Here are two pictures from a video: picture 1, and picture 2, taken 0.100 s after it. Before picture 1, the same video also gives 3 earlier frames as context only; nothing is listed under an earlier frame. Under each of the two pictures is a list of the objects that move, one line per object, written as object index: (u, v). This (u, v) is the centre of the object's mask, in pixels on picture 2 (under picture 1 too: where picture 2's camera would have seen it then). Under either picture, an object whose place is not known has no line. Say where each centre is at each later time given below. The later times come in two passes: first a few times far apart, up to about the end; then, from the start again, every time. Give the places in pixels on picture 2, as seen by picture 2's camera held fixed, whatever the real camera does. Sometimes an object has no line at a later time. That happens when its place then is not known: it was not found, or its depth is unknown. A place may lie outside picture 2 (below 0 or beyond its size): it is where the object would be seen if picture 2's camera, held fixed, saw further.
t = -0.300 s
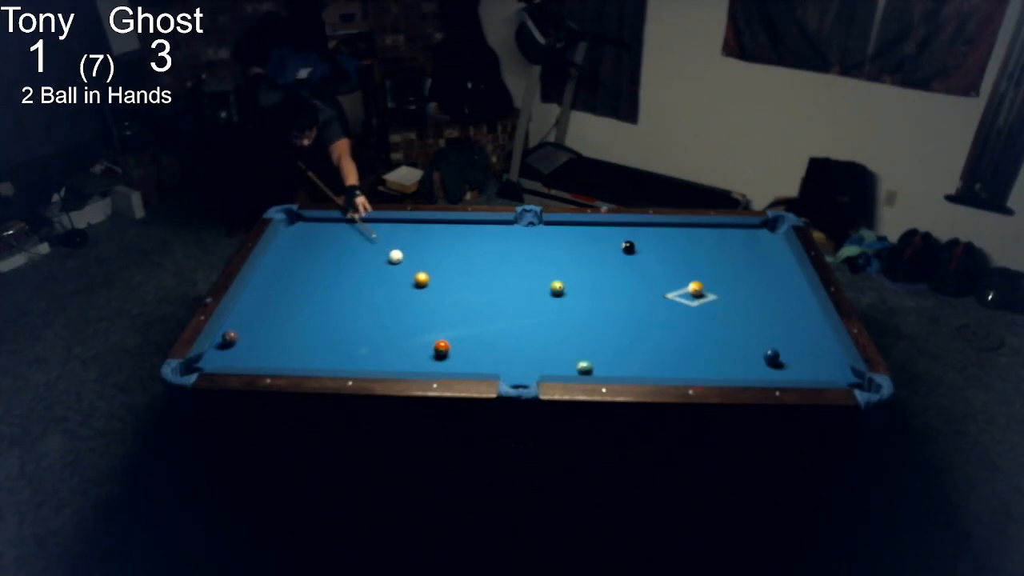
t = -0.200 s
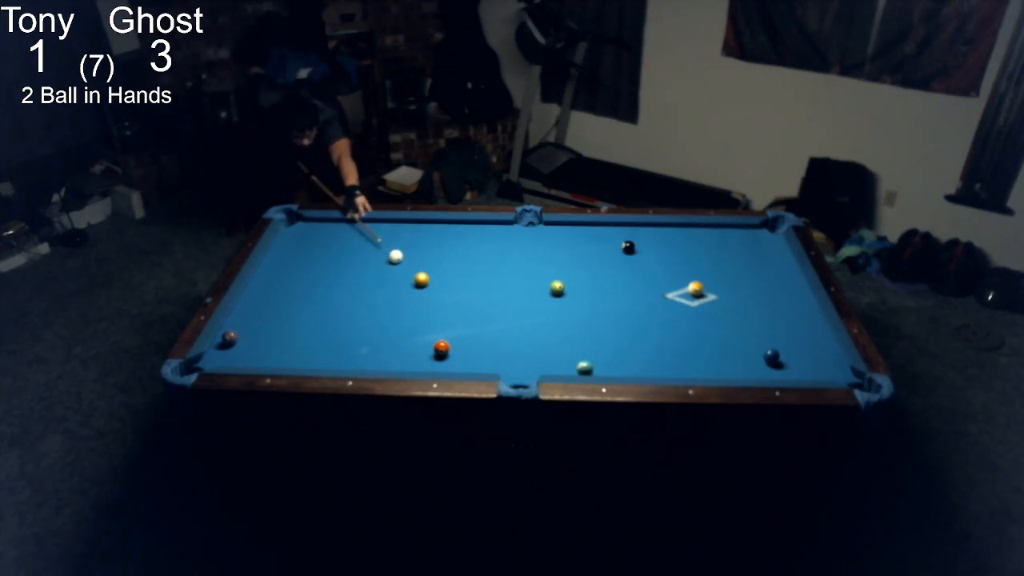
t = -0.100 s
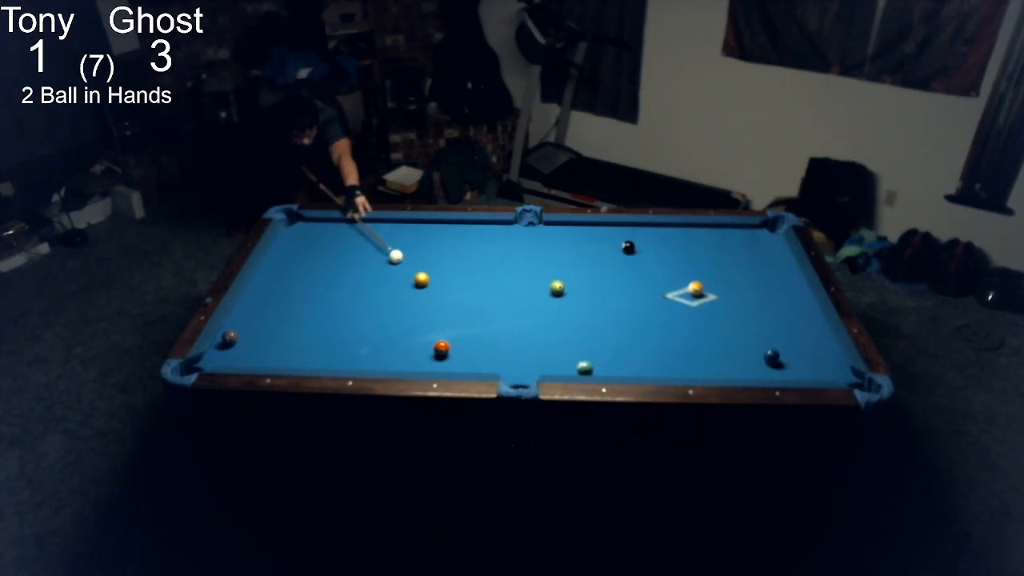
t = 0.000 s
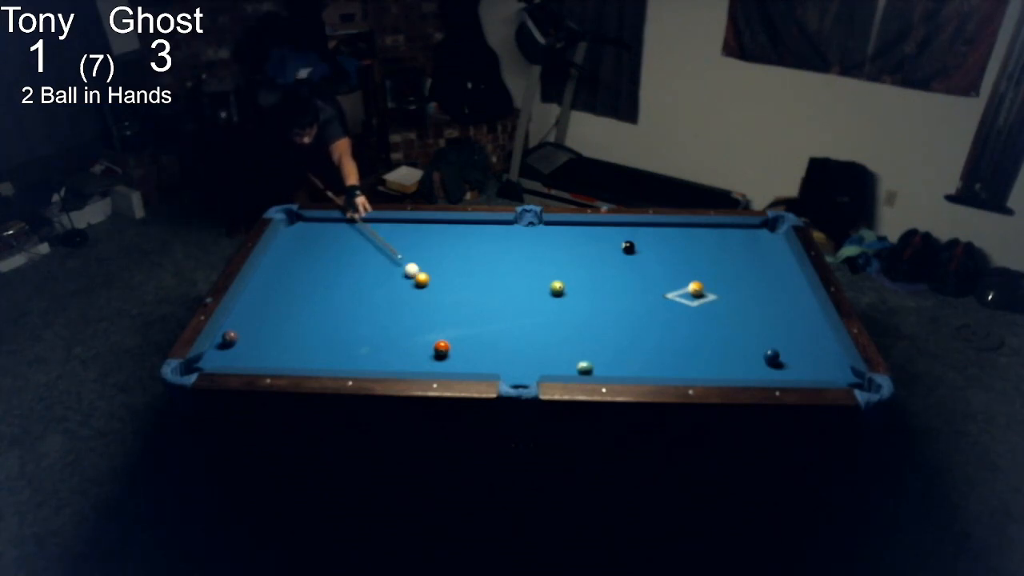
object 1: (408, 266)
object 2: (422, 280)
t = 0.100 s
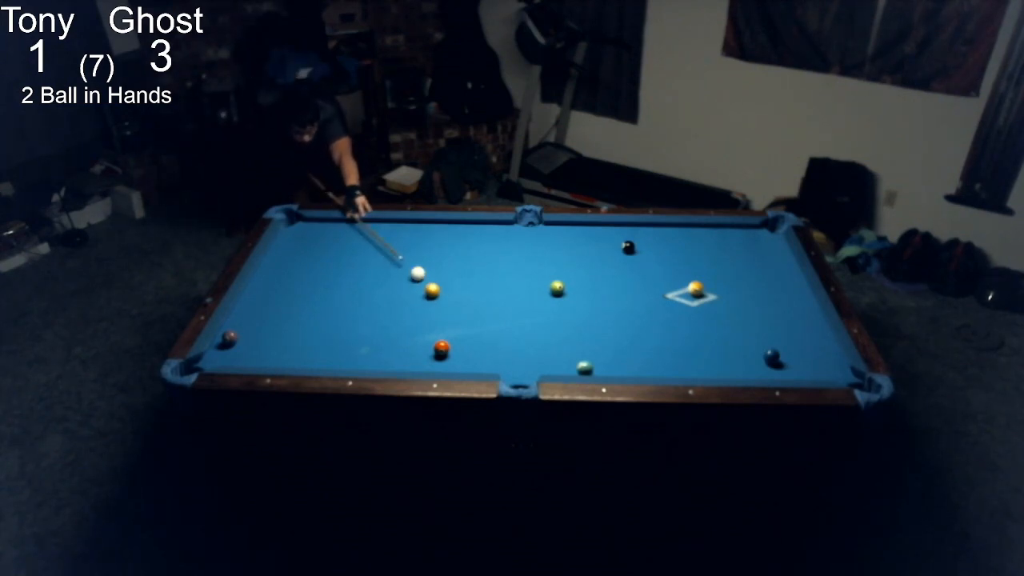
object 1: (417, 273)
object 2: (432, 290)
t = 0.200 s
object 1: (422, 276)
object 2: (443, 301)
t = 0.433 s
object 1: (435, 283)
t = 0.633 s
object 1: (446, 288)
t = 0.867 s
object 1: (457, 294)
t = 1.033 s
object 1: (465, 298)
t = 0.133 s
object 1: (419, 274)
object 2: (436, 294)
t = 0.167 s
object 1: (421, 275)
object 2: (439, 298)
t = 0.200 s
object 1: (422, 276)
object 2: (443, 301)
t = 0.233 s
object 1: (424, 277)
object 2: (446, 305)
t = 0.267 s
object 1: (426, 278)
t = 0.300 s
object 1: (428, 279)
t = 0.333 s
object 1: (430, 280)
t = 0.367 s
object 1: (432, 281)
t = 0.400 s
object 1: (433, 282)
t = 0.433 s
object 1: (435, 283)
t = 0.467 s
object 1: (437, 284)
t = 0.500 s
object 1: (439, 285)
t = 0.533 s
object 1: (440, 286)
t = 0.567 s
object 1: (442, 286)
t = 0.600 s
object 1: (444, 287)
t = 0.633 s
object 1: (446, 288)
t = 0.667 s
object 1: (447, 289)
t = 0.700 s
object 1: (449, 290)
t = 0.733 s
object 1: (451, 291)
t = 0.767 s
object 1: (452, 291)
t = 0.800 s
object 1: (454, 292)
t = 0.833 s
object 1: (456, 293)
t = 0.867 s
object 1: (457, 294)
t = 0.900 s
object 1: (458, 294)
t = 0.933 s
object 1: (460, 296)
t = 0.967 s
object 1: (462, 296)
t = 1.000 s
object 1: (463, 297)
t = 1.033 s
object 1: (465, 298)
